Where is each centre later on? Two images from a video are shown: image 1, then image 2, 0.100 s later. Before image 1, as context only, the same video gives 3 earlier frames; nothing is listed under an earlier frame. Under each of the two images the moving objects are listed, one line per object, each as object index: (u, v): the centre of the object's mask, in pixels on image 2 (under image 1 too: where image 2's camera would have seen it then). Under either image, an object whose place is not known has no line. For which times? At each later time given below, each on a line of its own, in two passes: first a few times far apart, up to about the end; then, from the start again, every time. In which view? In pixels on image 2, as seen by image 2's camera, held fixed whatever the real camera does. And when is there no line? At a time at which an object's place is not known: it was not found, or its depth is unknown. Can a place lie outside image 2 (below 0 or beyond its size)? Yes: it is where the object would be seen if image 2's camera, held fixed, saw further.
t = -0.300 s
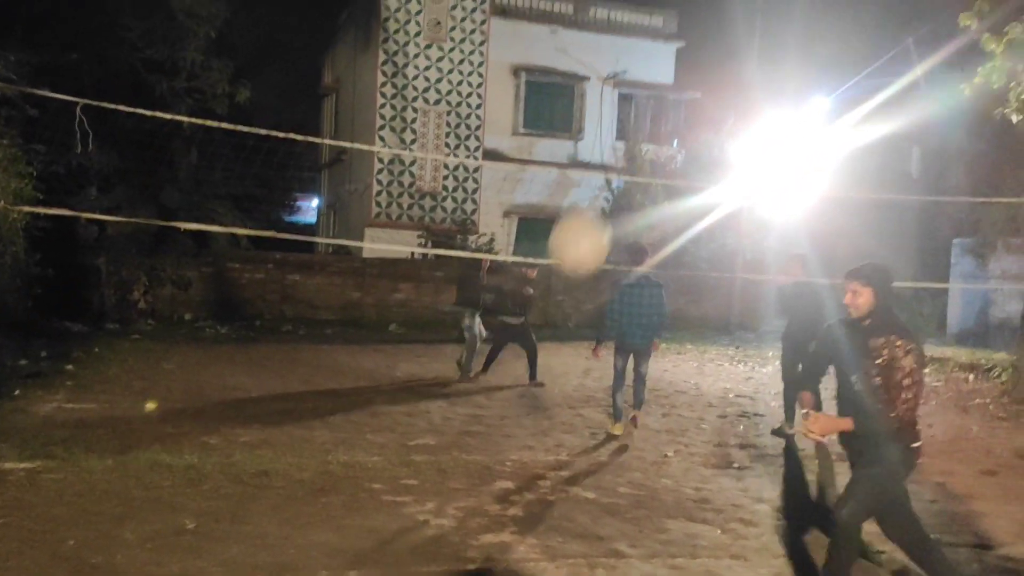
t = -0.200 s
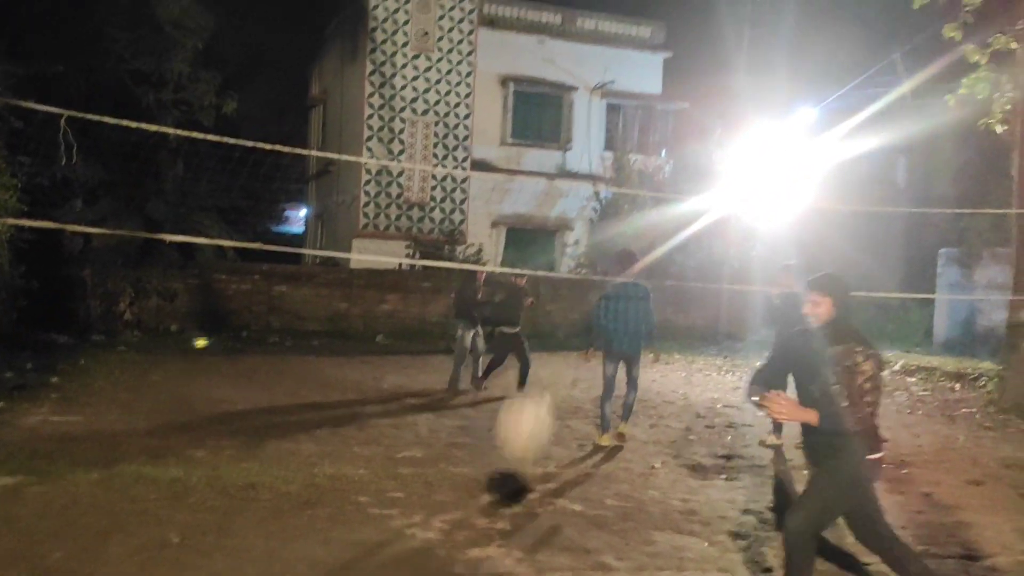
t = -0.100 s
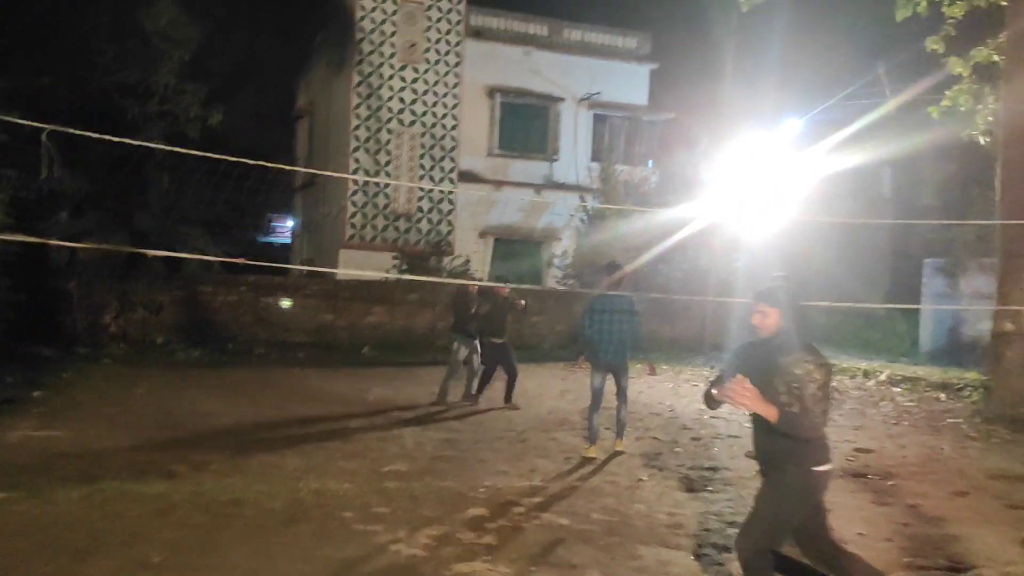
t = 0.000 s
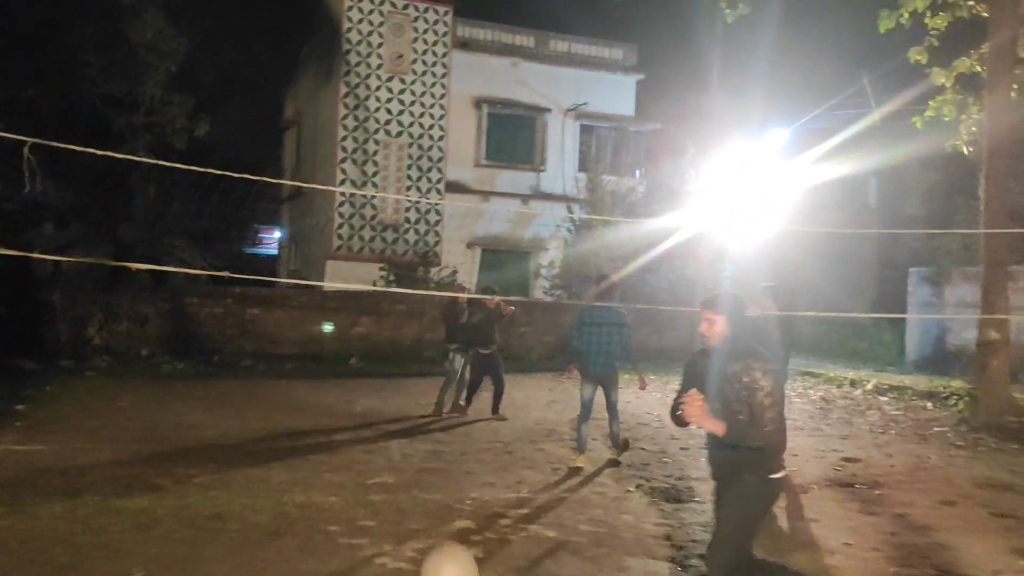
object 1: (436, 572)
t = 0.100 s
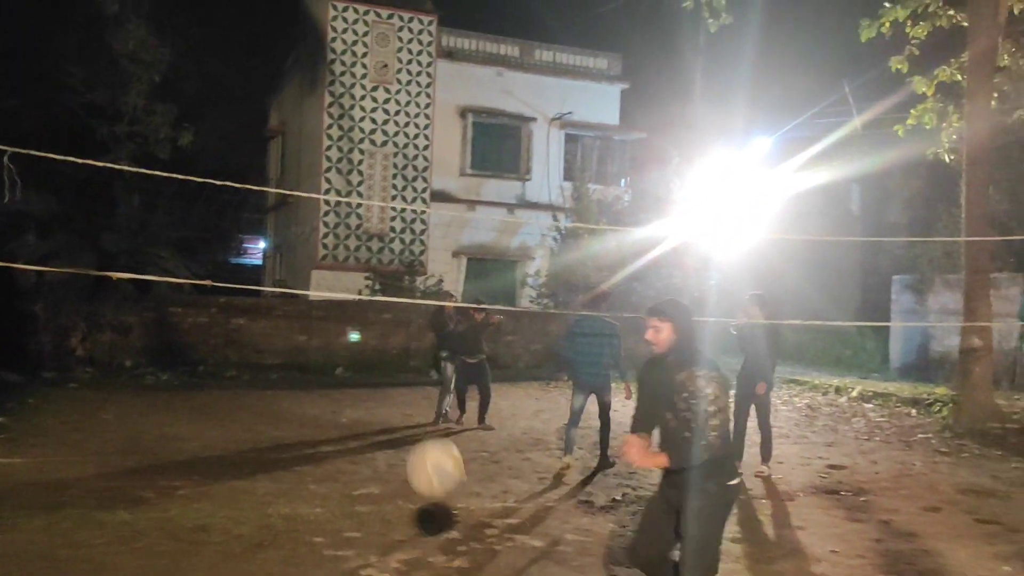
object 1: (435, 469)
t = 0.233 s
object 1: (433, 354)
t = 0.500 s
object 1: (422, 260)
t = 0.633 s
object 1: (414, 280)
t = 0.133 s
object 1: (435, 435)
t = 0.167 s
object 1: (434, 404)
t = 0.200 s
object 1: (433, 377)
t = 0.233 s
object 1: (433, 354)
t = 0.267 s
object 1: (432, 332)
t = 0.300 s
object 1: (431, 314)
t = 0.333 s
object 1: (430, 298)
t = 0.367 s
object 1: (430, 285)
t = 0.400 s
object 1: (428, 275)
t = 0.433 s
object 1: (426, 268)
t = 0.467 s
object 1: (424, 263)
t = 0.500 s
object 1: (422, 260)
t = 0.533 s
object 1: (420, 261)
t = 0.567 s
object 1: (418, 265)
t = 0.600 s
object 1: (416, 272)
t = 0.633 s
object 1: (414, 280)
